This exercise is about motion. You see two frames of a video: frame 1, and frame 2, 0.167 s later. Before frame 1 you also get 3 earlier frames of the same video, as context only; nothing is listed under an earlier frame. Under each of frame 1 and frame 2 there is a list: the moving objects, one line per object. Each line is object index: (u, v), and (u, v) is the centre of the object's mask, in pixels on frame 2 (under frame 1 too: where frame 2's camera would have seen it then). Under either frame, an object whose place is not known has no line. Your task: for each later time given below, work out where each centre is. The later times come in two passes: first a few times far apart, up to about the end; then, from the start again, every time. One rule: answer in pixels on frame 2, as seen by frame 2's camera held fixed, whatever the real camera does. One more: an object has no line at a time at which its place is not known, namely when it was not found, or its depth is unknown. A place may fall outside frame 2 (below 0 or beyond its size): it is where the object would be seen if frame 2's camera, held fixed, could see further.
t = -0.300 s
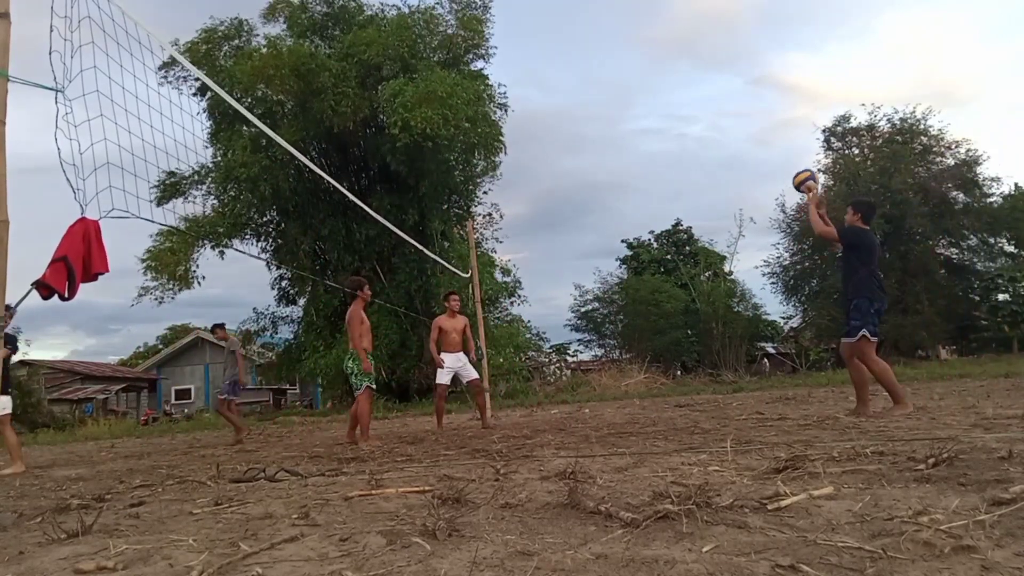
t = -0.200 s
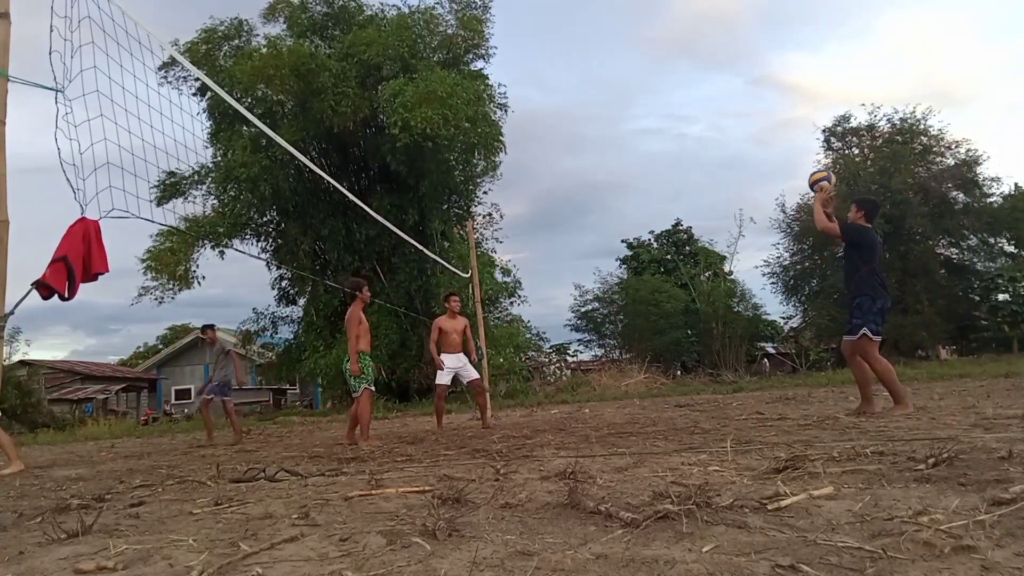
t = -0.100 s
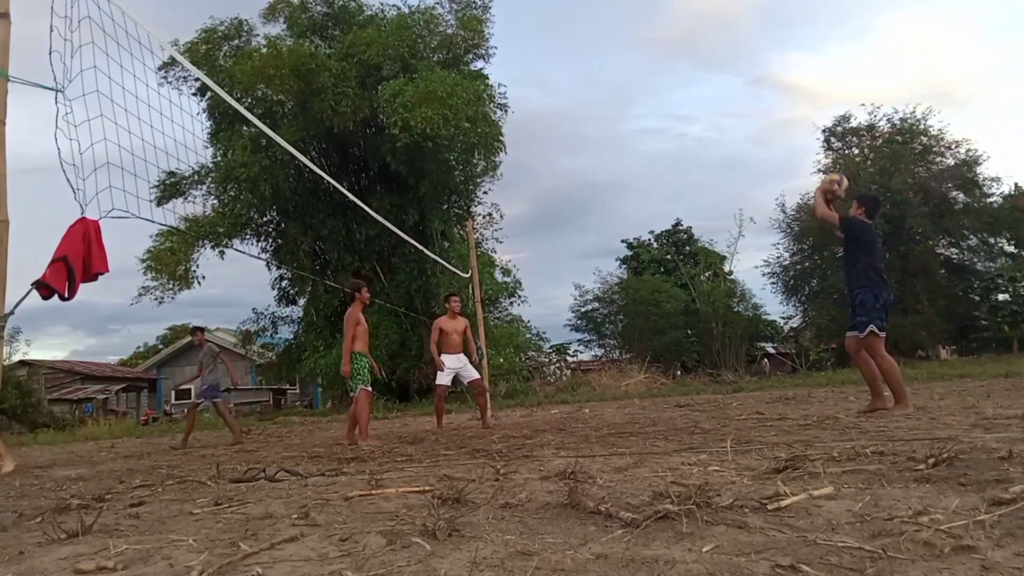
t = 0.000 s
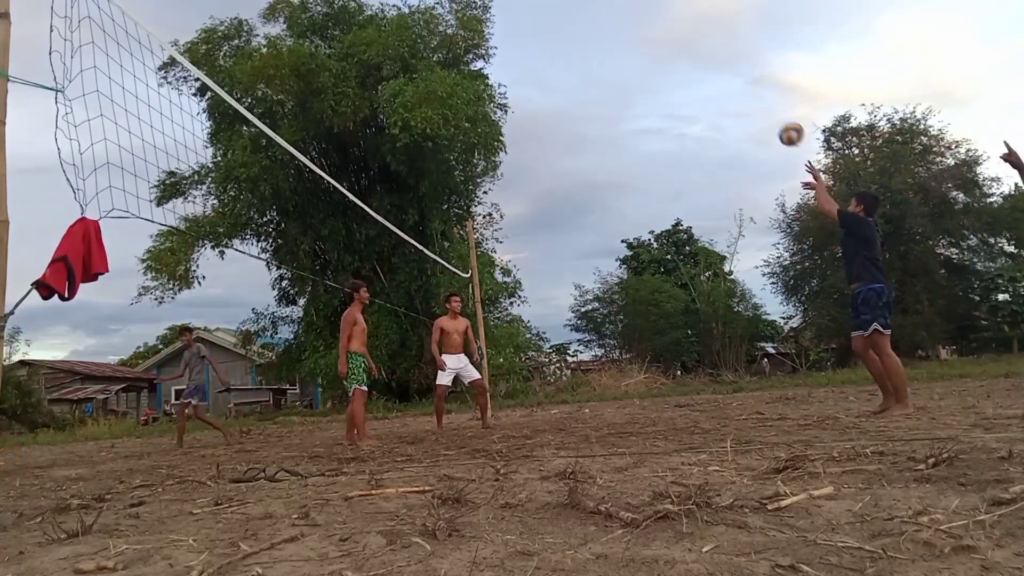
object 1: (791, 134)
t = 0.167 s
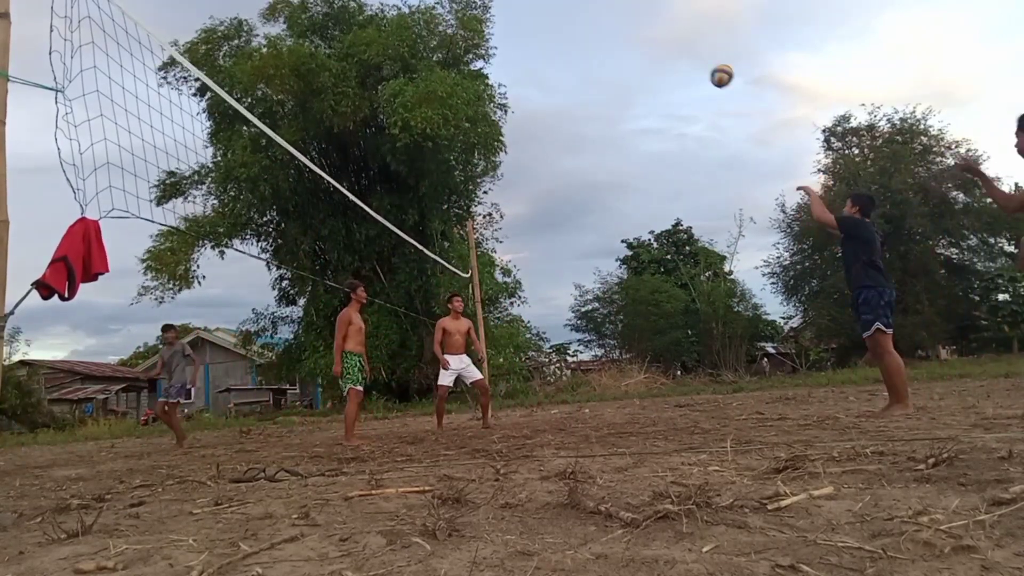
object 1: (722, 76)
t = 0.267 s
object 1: (686, 58)
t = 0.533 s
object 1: (608, 61)
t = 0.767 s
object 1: (554, 114)
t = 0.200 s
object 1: (709, 69)
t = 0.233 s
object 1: (697, 63)
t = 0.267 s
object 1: (686, 58)
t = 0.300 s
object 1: (675, 54)
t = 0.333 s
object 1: (664, 52)
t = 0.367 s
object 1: (654, 51)
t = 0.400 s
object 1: (644, 51)
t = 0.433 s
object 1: (634, 52)
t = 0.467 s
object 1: (625, 54)
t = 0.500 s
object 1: (616, 57)
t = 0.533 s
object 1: (608, 61)
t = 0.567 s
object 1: (599, 66)
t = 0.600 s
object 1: (591, 71)
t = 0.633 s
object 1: (584, 78)
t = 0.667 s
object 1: (576, 86)
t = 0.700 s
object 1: (569, 95)
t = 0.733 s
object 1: (561, 104)
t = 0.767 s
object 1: (554, 114)
